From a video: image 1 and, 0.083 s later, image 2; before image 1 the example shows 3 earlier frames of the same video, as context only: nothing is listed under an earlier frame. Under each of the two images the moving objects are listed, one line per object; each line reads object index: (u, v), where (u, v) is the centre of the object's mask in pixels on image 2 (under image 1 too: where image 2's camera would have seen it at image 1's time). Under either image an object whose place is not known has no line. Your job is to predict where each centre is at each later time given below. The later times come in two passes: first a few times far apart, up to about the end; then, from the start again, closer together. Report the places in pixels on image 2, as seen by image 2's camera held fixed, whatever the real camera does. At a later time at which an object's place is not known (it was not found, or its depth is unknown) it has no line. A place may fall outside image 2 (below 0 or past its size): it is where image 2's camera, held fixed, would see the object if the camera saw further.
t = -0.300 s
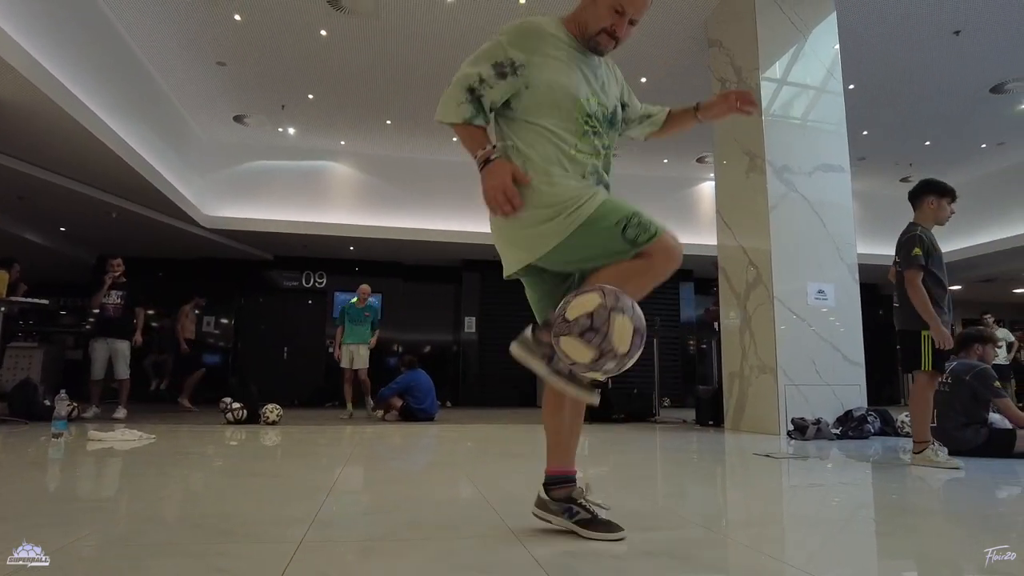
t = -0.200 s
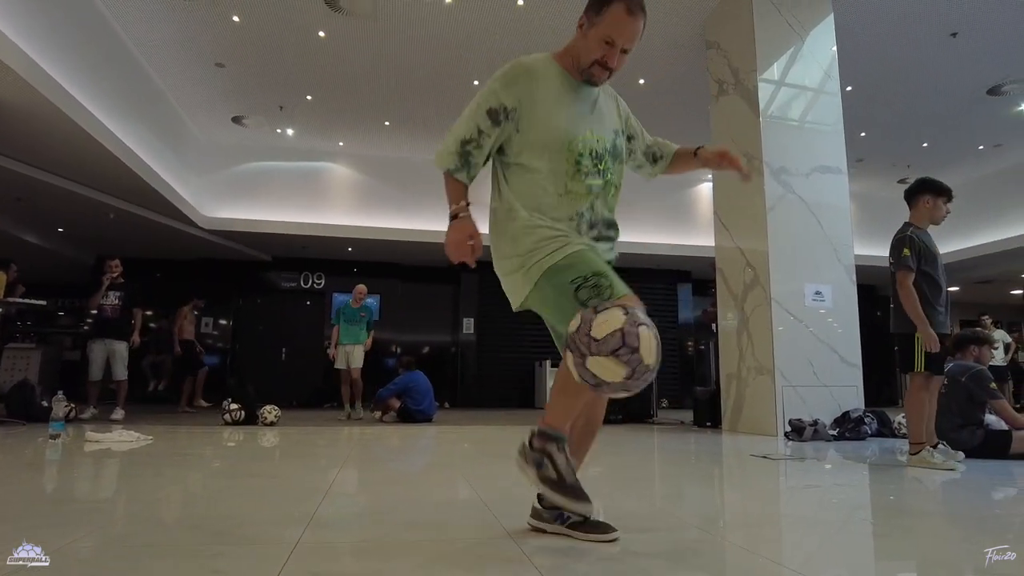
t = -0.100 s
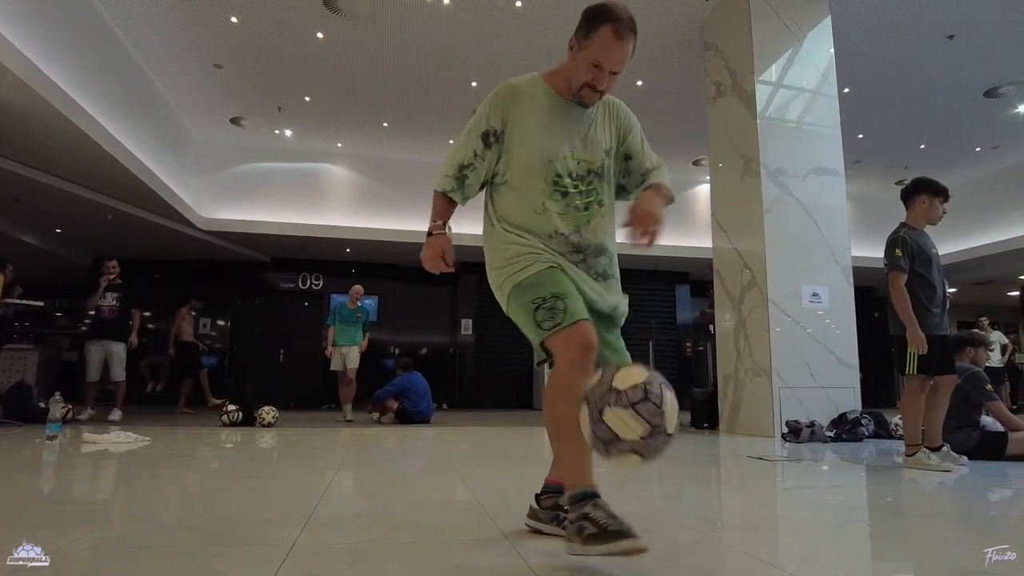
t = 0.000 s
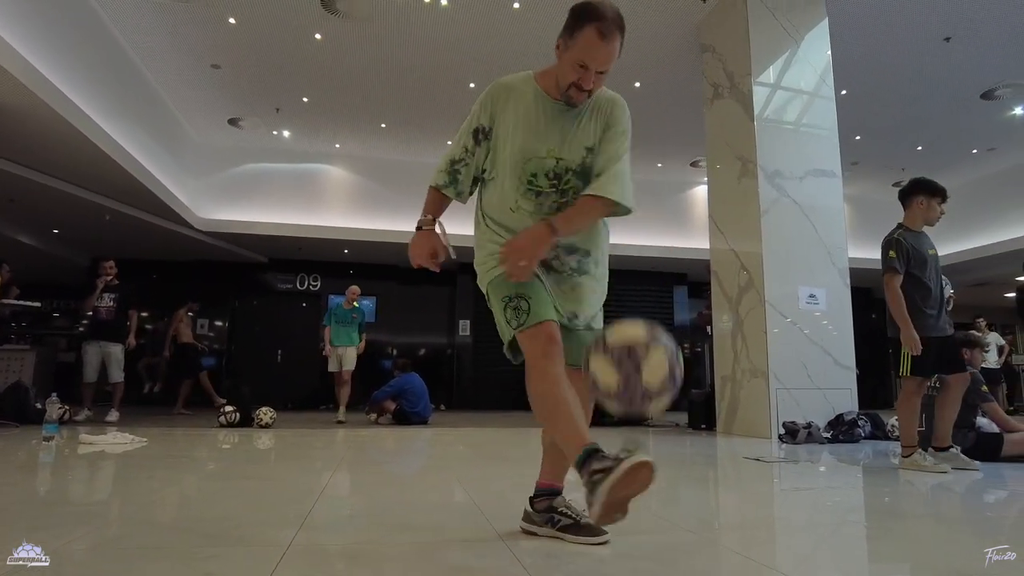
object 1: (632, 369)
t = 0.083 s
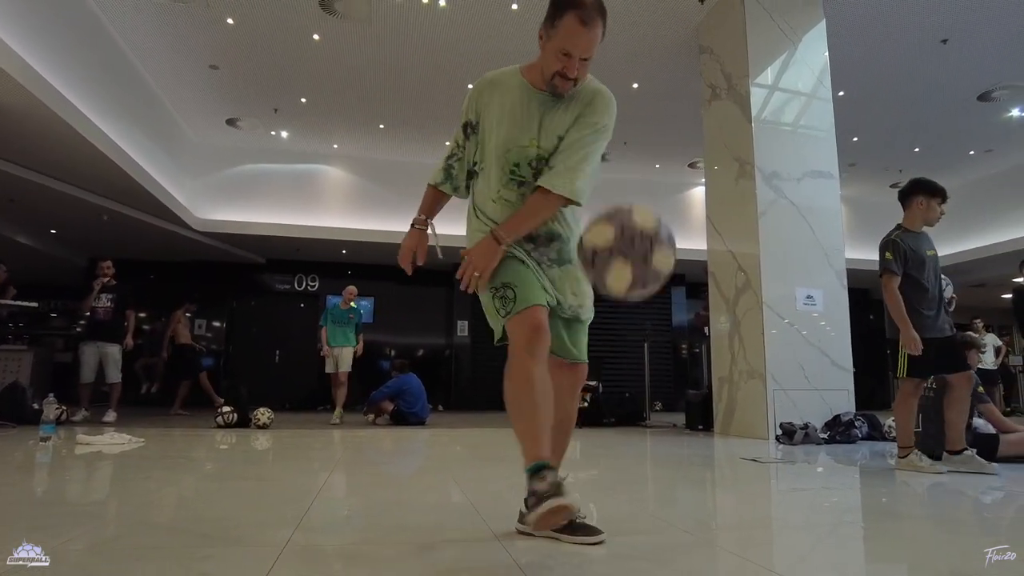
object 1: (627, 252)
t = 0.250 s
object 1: (621, 103)
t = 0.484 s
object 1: (615, 81)
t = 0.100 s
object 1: (626, 233)
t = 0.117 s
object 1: (625, 213)
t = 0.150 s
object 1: (624, 179)
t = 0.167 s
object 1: (624, 163)
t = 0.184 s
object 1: (624, 150)
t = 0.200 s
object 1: (623, 137)
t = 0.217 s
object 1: (622, 124)
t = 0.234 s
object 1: (621, 113)
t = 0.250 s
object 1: (621, 103)
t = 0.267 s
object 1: (621, 94)
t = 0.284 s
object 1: (620, 86)
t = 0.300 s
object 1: (620, 79)
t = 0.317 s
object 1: (619, 73)
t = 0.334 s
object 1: (619, 69)
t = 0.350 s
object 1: (618, 66)
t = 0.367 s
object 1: (617, 63)
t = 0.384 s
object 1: (617, 63)
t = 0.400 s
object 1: (616, 63)
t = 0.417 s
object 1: (617, 64)
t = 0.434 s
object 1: (617, 66)
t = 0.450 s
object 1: (617, 69)
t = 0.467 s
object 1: (616, 74)
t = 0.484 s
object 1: (615, 81)
